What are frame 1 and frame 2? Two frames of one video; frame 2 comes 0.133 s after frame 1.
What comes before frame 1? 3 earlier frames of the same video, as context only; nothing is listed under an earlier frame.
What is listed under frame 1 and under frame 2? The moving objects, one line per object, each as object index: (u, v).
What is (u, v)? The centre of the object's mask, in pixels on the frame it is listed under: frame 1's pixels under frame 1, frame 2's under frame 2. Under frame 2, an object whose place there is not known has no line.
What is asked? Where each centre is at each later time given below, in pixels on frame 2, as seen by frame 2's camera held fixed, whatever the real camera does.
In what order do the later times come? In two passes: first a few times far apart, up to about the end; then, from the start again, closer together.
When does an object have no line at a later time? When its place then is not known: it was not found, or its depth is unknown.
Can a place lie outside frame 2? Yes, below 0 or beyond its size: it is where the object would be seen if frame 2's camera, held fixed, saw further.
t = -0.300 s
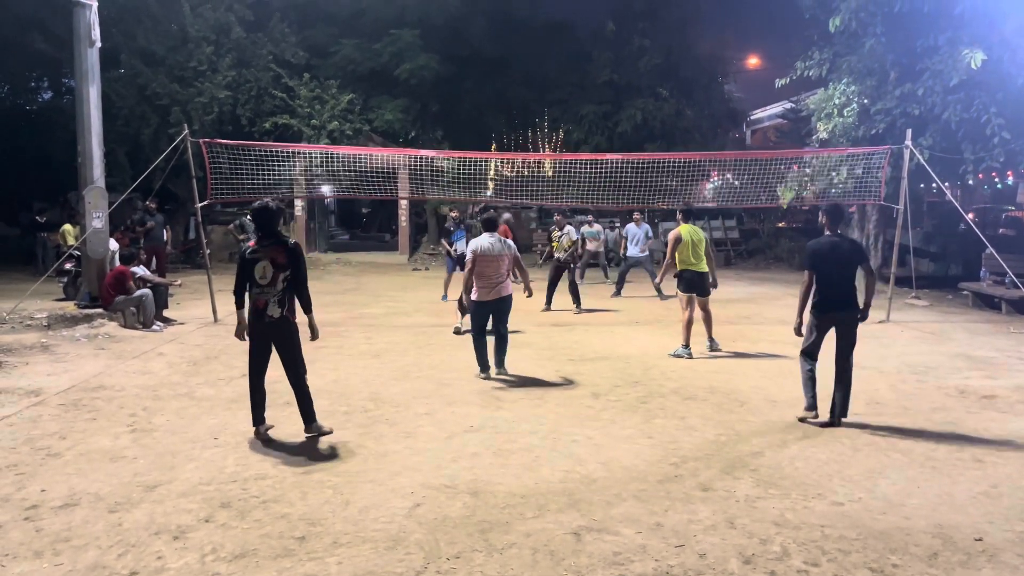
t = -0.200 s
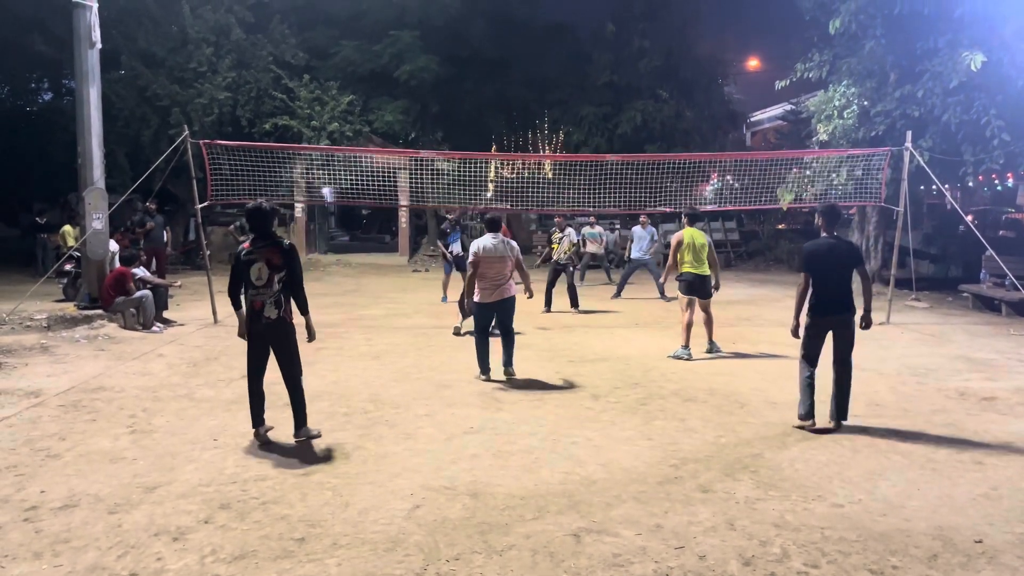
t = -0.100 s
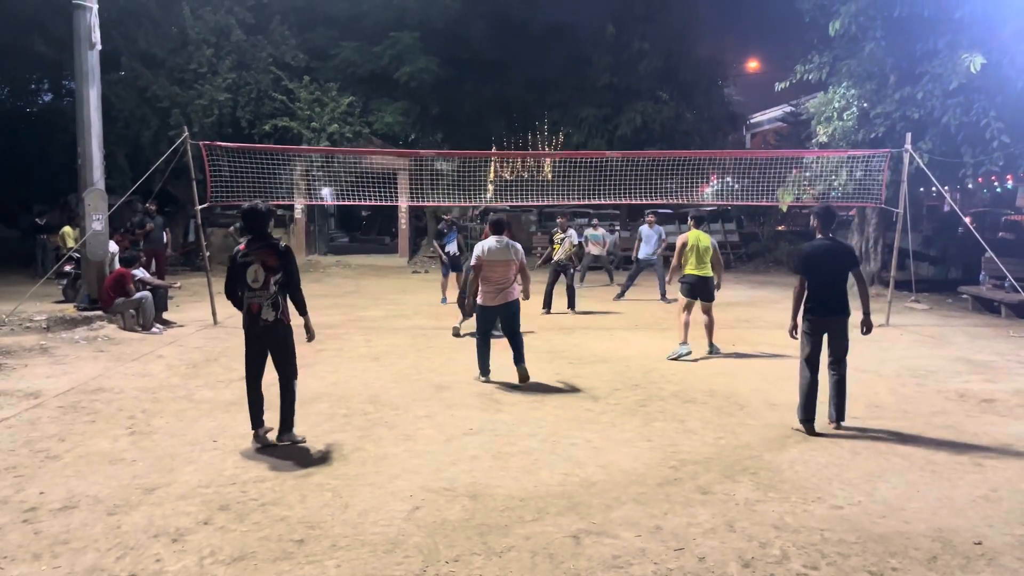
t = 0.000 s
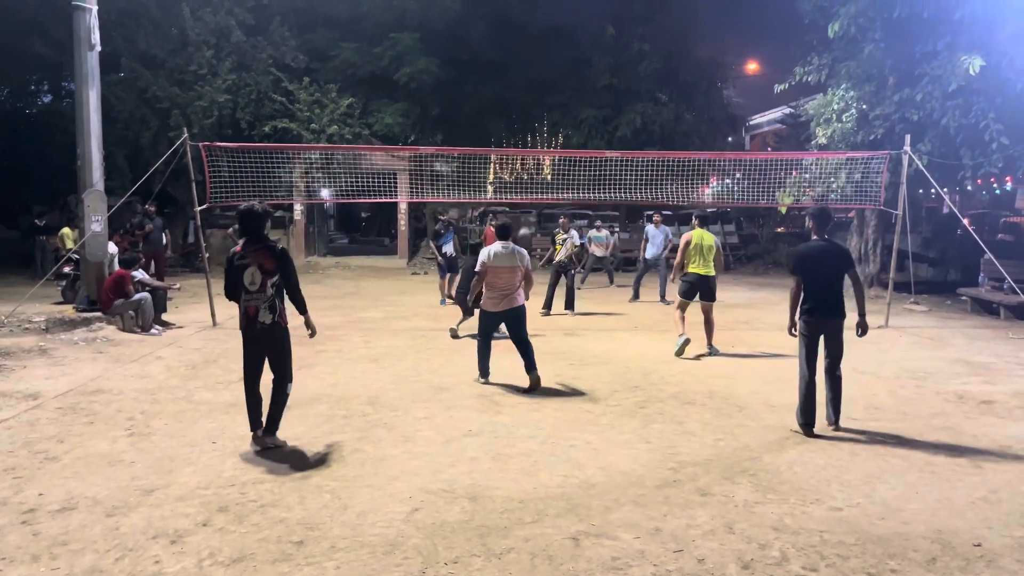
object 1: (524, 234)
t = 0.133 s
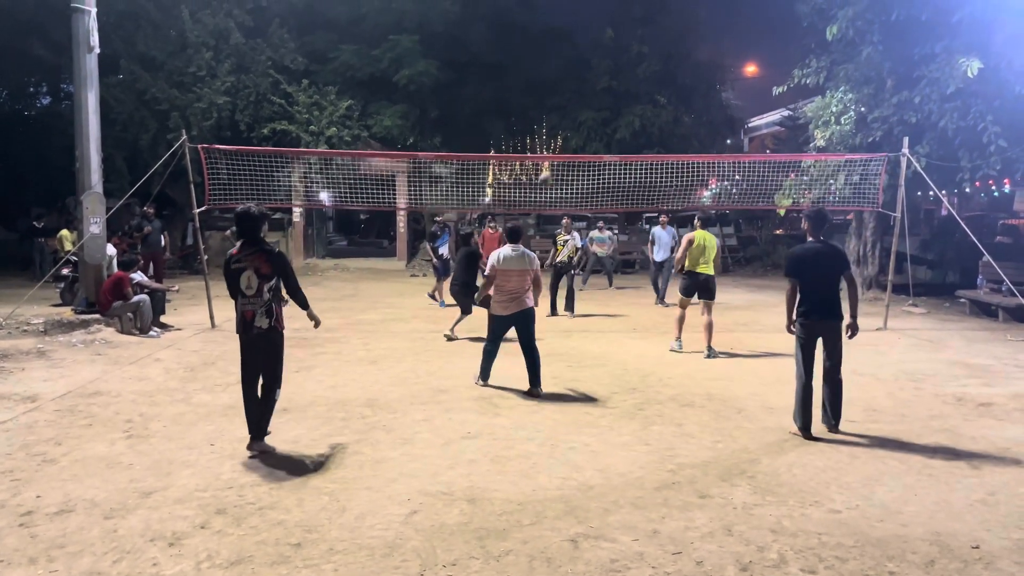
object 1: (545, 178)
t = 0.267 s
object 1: (568, 133)
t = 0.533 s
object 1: (611, 80)
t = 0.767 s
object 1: (649, 76)
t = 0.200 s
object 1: (557, 153)
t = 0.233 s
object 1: (562, 143)
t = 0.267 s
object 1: (568, 133)
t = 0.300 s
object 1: (573, 124)
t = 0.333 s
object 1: (579, 115)
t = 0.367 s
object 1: (584, 107)
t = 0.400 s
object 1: (590, 100)
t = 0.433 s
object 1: (595, 94)
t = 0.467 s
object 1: (601, 89)
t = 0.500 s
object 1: (606, 84)
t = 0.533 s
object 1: (611, 80)
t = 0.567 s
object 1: (617, 77)
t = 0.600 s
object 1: (622, 75)
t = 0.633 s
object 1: (628, 74)
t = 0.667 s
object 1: (633, 73)
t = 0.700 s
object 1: (639, 73)
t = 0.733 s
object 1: (644, 74)
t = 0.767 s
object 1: (649, 76)
